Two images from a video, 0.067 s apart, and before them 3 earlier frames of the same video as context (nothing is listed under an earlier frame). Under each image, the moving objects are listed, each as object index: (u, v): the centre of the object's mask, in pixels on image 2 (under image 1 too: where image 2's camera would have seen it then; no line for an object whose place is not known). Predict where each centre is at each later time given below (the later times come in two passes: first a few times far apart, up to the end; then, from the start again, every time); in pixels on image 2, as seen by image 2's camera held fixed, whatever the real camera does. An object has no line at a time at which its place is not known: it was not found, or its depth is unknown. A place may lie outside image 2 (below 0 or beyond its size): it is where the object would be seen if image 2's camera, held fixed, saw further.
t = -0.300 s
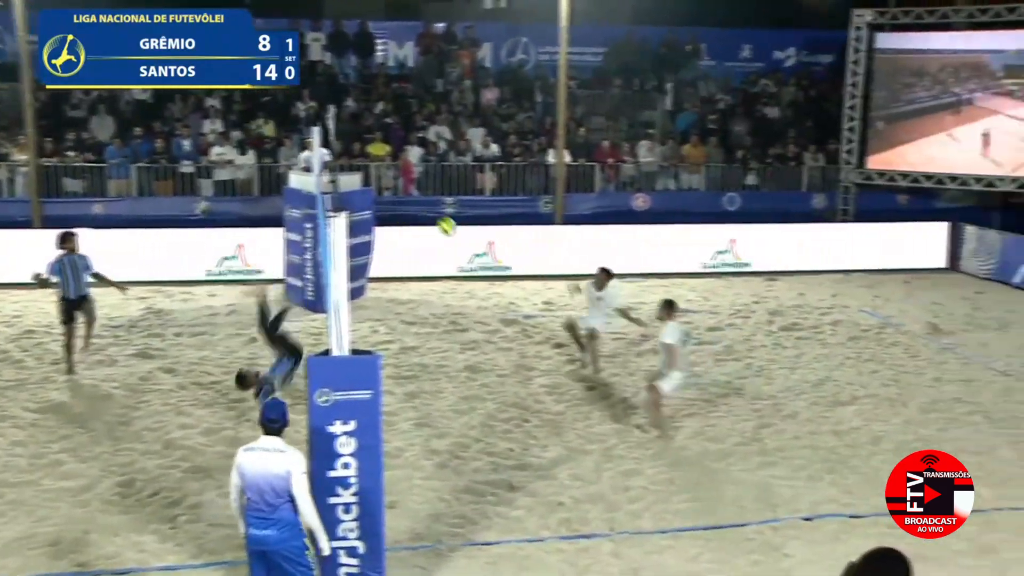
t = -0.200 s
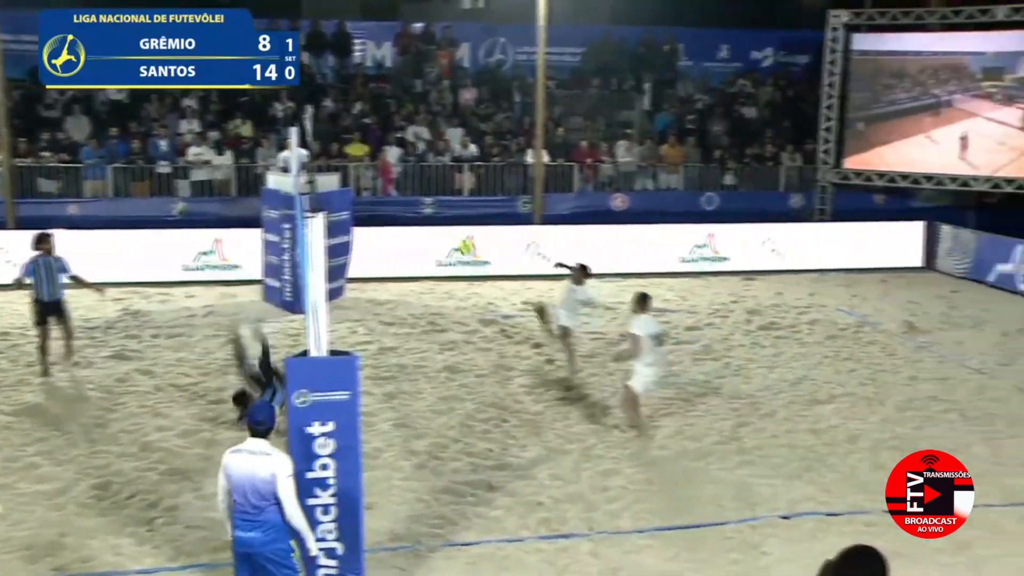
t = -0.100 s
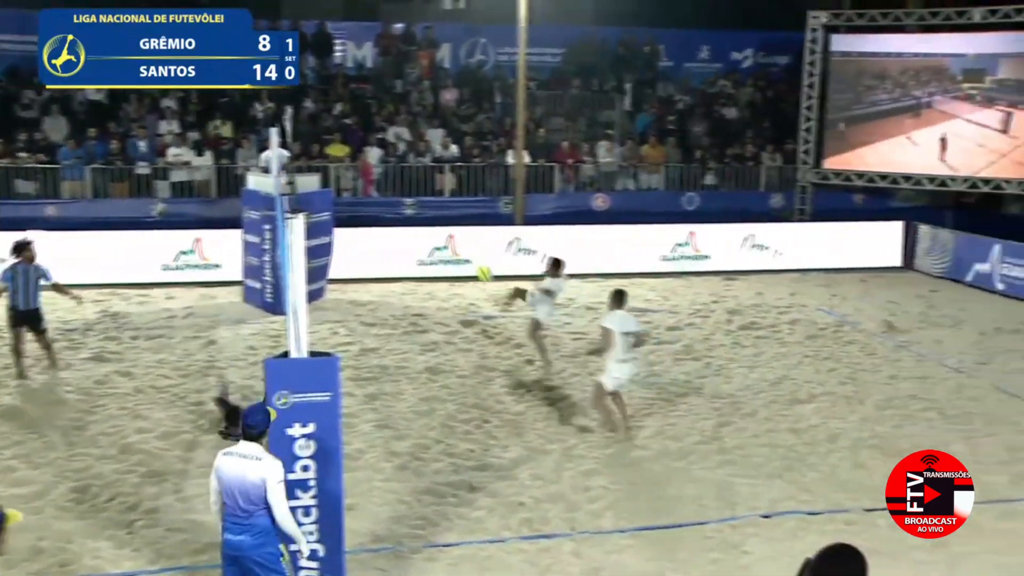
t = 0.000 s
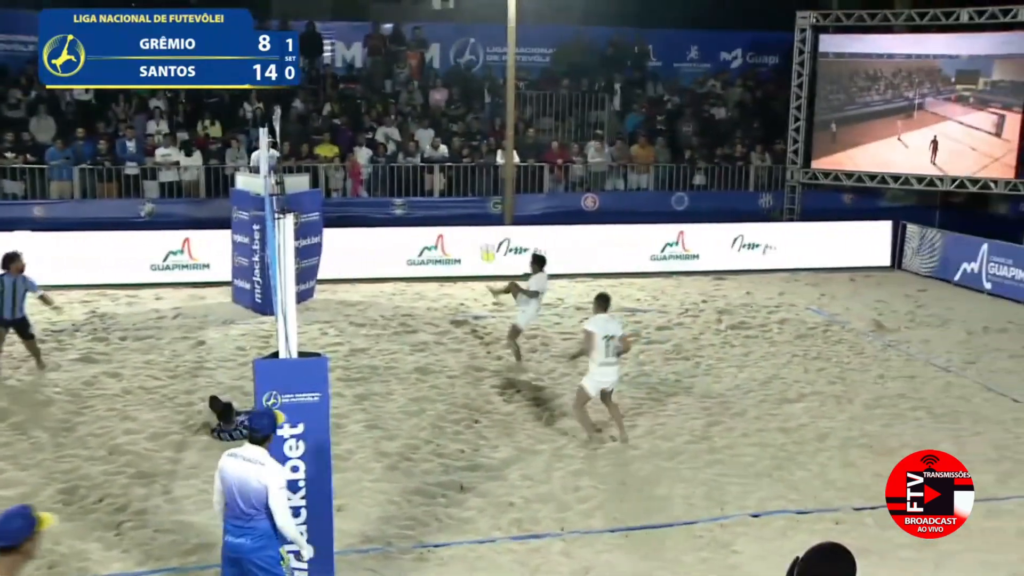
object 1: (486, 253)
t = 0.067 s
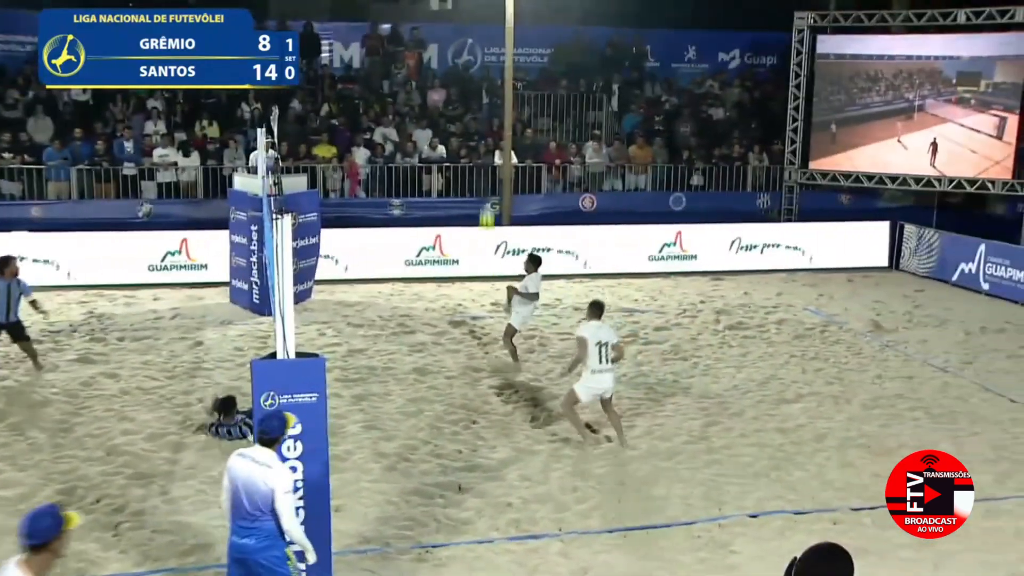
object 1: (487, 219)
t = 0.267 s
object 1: (491, 134)
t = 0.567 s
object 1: (497, 49)
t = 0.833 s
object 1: (501, 31)
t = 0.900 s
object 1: (504, 36)
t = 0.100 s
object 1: (488, 206)
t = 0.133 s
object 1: (488, 190)
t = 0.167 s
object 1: (489, 176)
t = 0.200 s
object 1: (489, 162)
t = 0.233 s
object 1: (490, 146)
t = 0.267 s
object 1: (491, 134)
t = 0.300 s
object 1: (491, 121)
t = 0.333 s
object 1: (492, 109)
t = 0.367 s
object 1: (493, 99)
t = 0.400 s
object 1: (494, 89)
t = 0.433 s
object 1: (494, 79)
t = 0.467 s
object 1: (494, 71)
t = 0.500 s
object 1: (494, 63)
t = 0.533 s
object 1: (496, 55)
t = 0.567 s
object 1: (497, 49)
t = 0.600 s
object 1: (497, 43)
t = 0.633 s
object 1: (497, 38)
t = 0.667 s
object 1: (498, 34)
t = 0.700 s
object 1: (498, 32)
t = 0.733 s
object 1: (499, 30)
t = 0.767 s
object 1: (500, 29)
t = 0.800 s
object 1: (500, 29)
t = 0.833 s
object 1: (501, 31)
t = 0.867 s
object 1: (502, 33)
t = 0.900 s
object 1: (504, 36)
